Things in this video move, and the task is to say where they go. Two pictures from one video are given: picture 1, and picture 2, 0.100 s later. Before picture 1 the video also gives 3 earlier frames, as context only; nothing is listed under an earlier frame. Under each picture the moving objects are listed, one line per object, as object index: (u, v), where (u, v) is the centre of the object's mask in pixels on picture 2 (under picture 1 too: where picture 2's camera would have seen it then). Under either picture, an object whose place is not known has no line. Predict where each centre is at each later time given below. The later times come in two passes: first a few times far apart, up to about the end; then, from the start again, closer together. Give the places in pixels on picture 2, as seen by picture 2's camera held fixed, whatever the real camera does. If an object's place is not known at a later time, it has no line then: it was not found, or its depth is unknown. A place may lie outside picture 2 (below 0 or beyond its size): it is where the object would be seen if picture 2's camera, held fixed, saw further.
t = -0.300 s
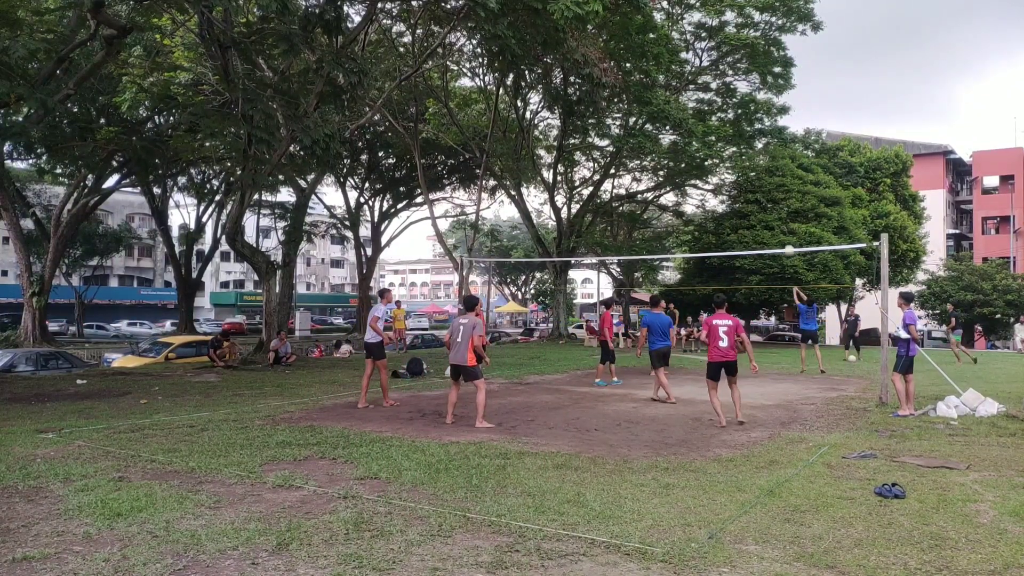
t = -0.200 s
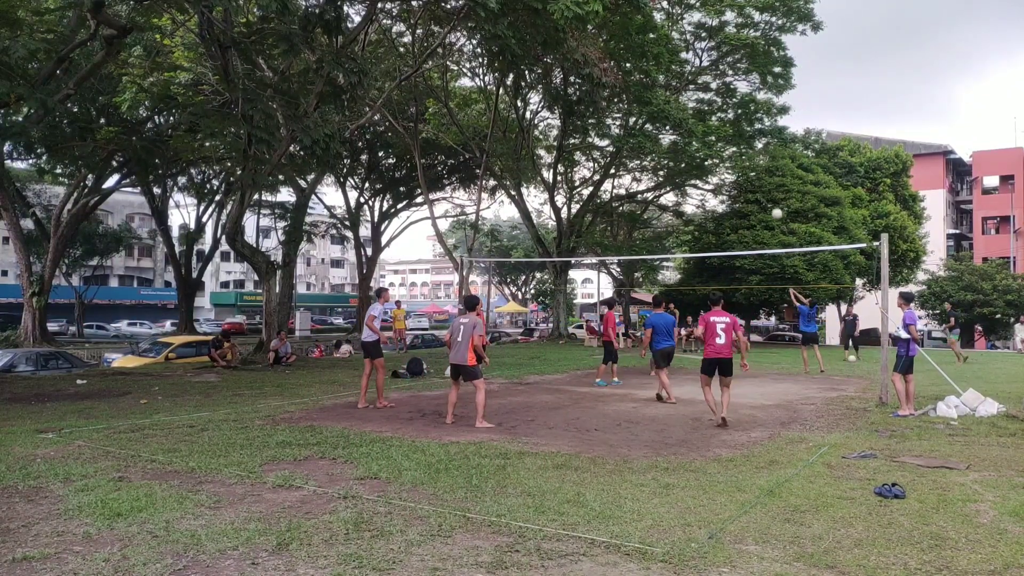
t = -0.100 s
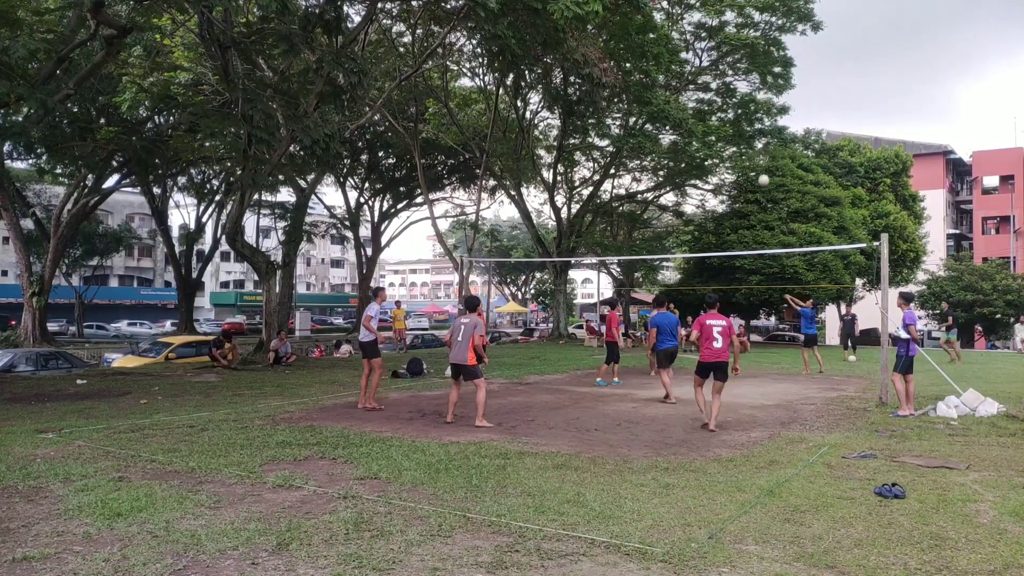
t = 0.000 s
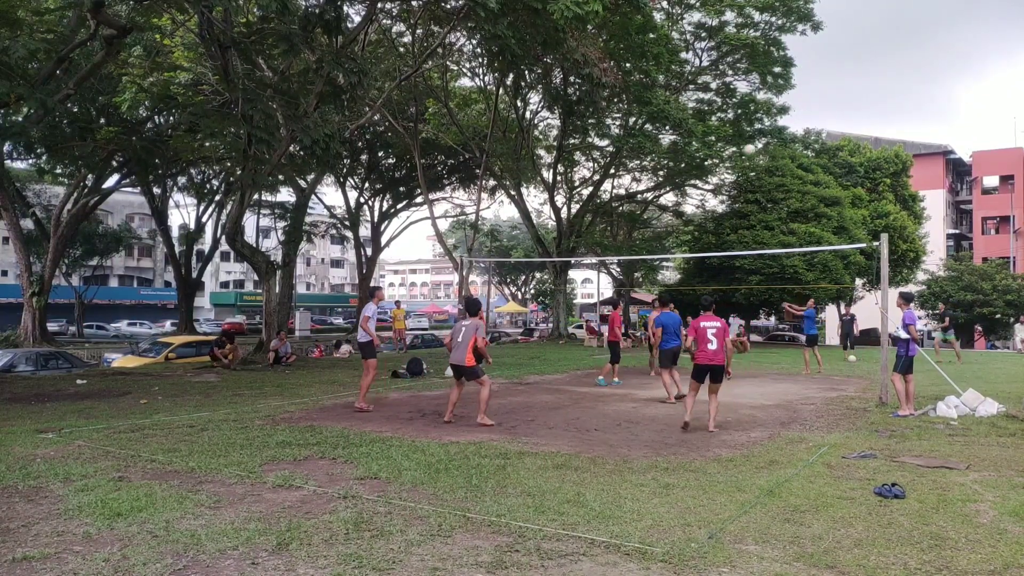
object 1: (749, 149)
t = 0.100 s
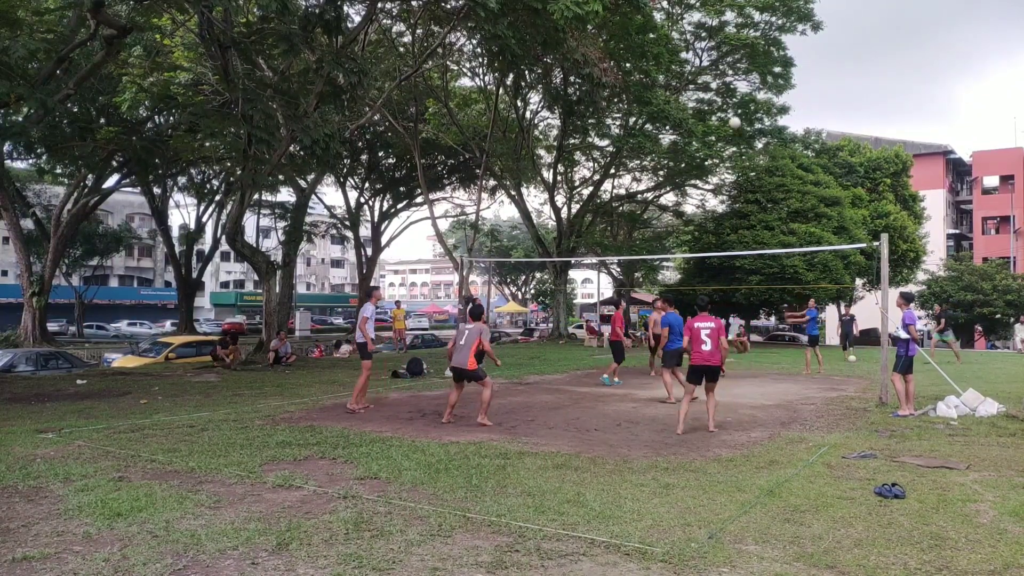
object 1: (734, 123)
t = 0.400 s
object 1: (682, 66)
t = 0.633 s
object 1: (633, 54)
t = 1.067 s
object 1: (510, 155)
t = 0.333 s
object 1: (695, 74)
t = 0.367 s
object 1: (689, 70)
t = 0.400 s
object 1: (682, 66)
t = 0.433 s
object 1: (675, 62)
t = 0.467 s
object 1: (669, 59)
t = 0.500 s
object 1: (662, 56)
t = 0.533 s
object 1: (655, 54)
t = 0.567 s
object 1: (648, 54)
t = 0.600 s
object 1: (640, 53)
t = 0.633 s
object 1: (633, 54)
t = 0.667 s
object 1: (625, 55)
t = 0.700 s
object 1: (617, 58)
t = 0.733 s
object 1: (608, 60)
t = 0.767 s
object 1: (600, 64)
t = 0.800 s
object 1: (591, 70)
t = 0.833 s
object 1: (581, 76)
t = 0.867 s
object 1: (572, 84)
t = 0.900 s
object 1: (563, 92)
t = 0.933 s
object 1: (553, 102)
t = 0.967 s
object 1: (544, 112)
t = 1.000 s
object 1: (532, 126)
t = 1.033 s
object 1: (522, 139)
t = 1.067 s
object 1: (510, 155)
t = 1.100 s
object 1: (499, 172)
